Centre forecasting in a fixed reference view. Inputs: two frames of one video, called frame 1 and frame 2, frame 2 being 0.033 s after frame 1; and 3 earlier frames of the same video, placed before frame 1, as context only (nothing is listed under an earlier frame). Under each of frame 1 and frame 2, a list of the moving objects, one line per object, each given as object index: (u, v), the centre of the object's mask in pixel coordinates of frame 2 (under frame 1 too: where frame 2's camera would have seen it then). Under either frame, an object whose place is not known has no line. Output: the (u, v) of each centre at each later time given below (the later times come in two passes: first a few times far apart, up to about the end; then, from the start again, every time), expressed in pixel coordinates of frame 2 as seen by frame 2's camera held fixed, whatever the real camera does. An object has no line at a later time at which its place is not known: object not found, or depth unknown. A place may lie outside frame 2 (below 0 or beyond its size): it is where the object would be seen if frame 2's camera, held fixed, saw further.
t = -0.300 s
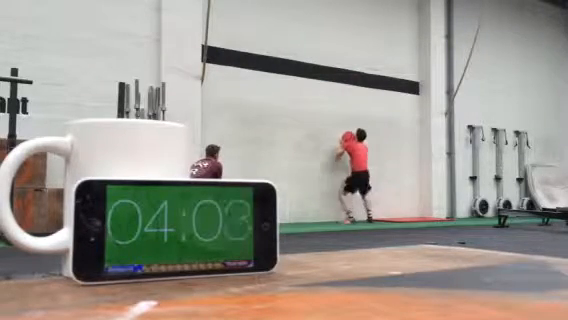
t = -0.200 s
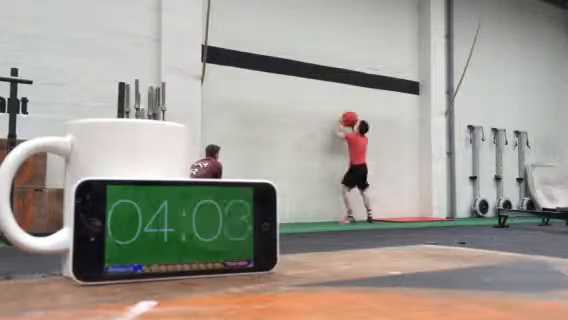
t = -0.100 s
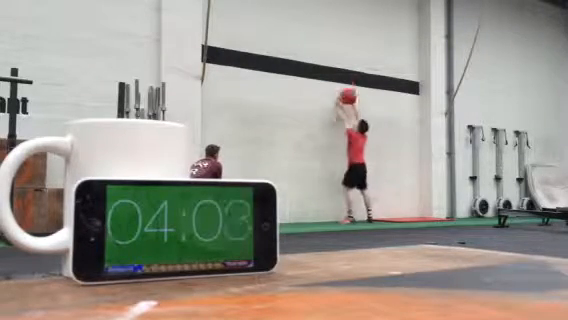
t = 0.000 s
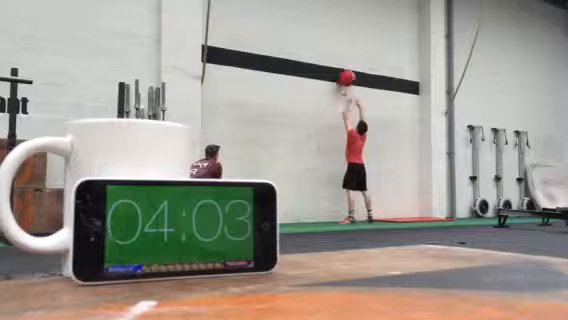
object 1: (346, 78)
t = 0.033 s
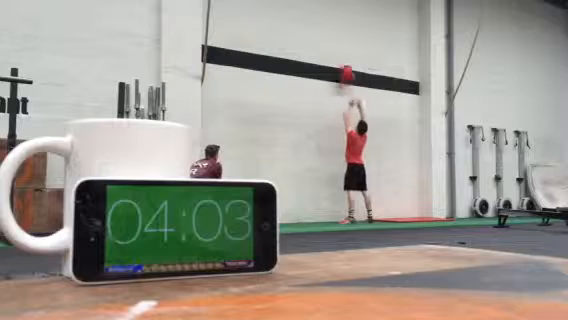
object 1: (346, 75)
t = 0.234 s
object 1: (344, 56)
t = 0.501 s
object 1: (348, 66)
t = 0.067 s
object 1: (345, 71)
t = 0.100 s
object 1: (345, 64)
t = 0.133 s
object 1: (344, 61)
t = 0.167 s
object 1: (344, 58)
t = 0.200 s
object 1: (344, 57)
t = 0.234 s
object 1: (344, 56)
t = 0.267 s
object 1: (344, 55)
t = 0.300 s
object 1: (345, 56)
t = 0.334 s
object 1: (345, 55)
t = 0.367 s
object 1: (346, 56)
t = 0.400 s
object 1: (346, 58)
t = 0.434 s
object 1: (347, 60)
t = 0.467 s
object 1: (347, 63)
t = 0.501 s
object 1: (348, 66)
